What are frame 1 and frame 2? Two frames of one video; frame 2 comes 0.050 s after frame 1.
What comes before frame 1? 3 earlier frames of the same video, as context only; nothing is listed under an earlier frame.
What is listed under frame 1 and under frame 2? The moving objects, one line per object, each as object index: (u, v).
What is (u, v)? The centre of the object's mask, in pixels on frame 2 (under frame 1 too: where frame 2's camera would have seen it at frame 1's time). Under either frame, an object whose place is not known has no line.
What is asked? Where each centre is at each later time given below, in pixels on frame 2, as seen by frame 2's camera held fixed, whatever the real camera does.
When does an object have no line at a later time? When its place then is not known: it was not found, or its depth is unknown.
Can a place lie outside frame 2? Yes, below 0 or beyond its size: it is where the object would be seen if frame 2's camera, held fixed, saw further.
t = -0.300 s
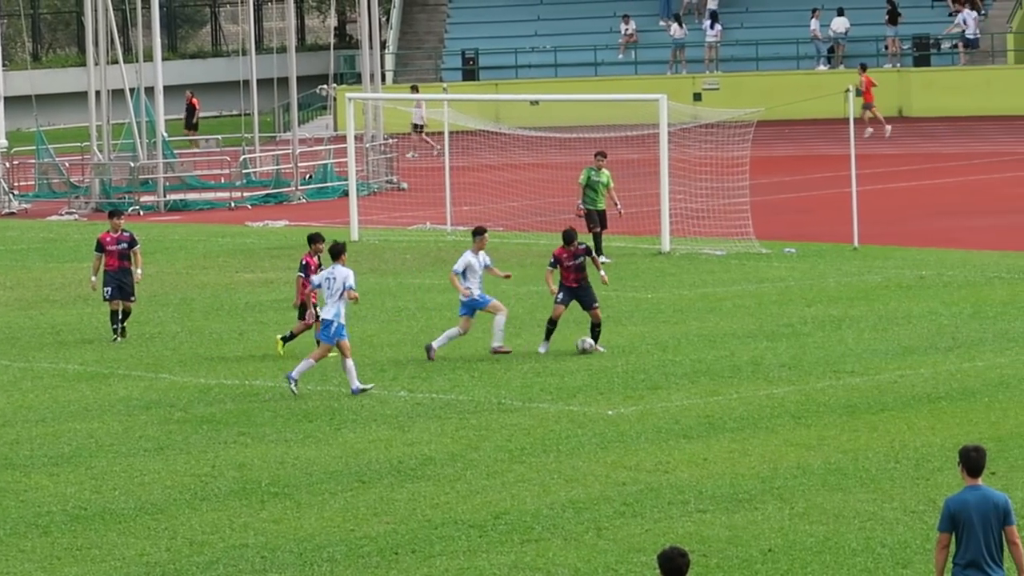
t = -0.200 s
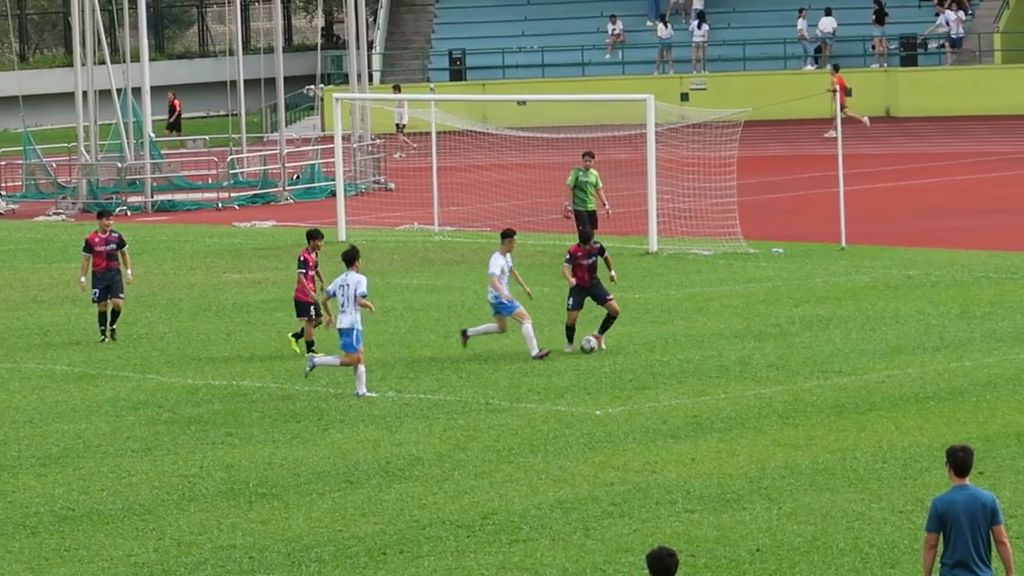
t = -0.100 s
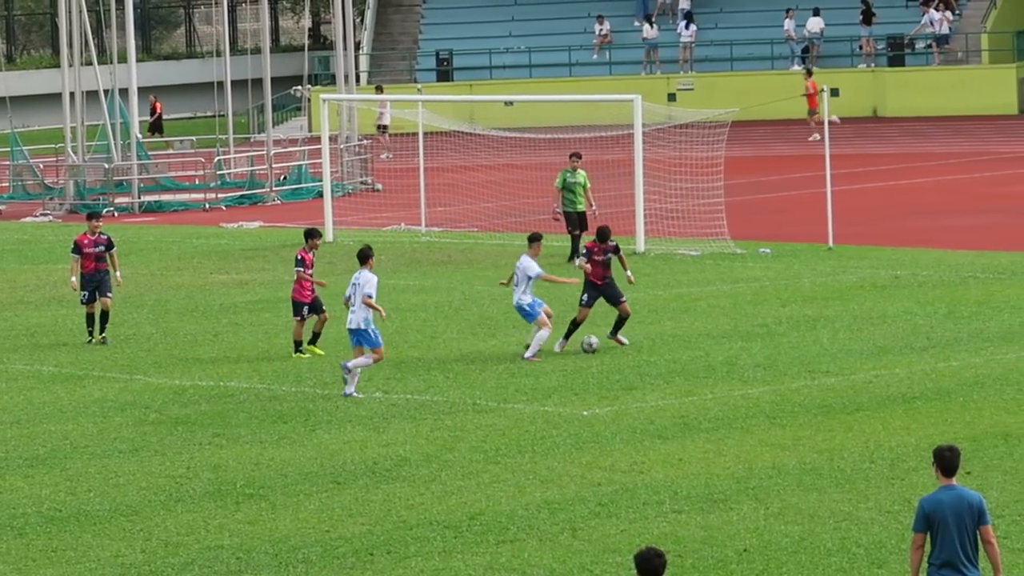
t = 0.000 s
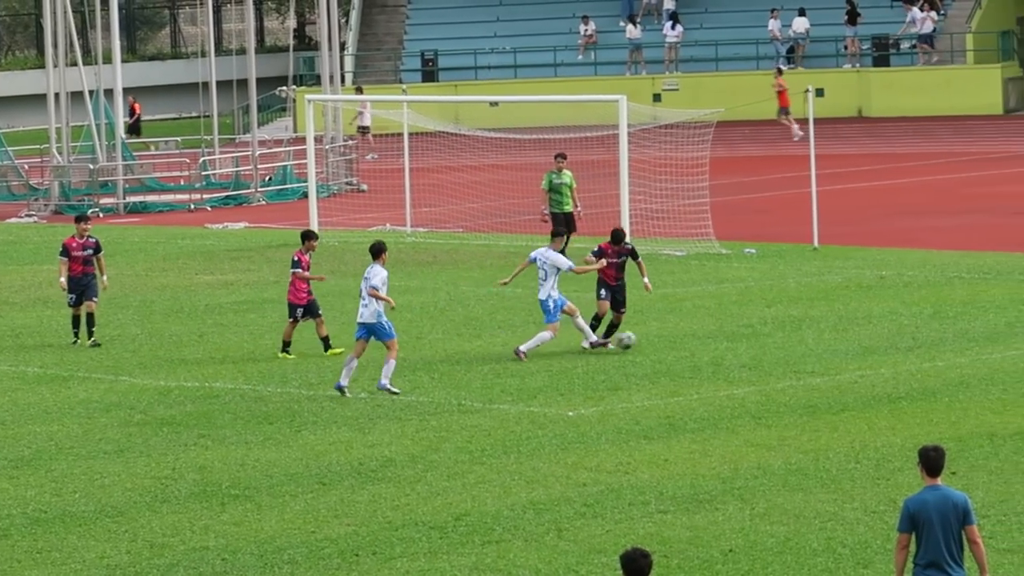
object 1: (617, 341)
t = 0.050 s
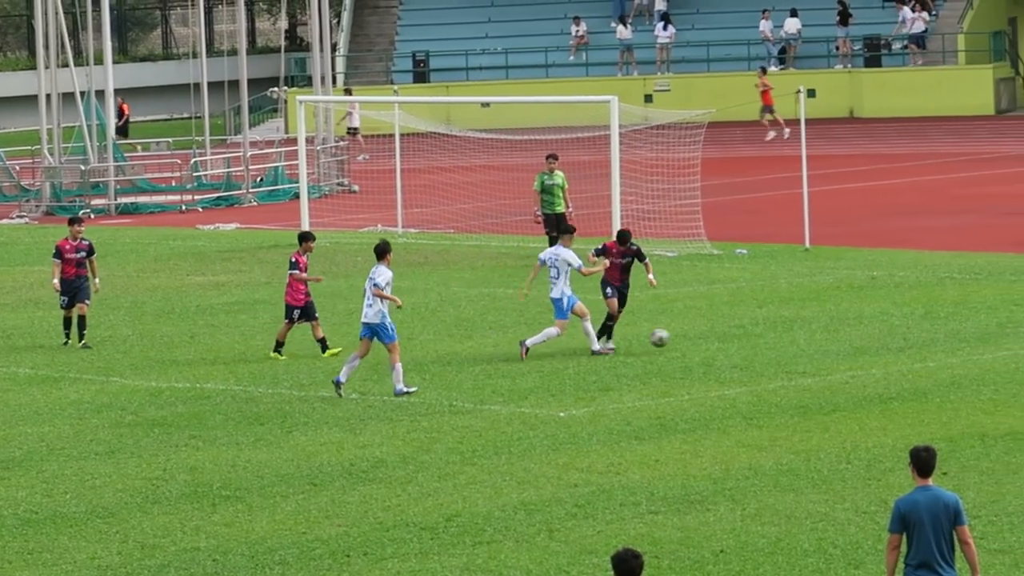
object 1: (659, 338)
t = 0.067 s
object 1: (674, 337)
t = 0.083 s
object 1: (687, 337)
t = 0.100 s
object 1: (701, 337)
